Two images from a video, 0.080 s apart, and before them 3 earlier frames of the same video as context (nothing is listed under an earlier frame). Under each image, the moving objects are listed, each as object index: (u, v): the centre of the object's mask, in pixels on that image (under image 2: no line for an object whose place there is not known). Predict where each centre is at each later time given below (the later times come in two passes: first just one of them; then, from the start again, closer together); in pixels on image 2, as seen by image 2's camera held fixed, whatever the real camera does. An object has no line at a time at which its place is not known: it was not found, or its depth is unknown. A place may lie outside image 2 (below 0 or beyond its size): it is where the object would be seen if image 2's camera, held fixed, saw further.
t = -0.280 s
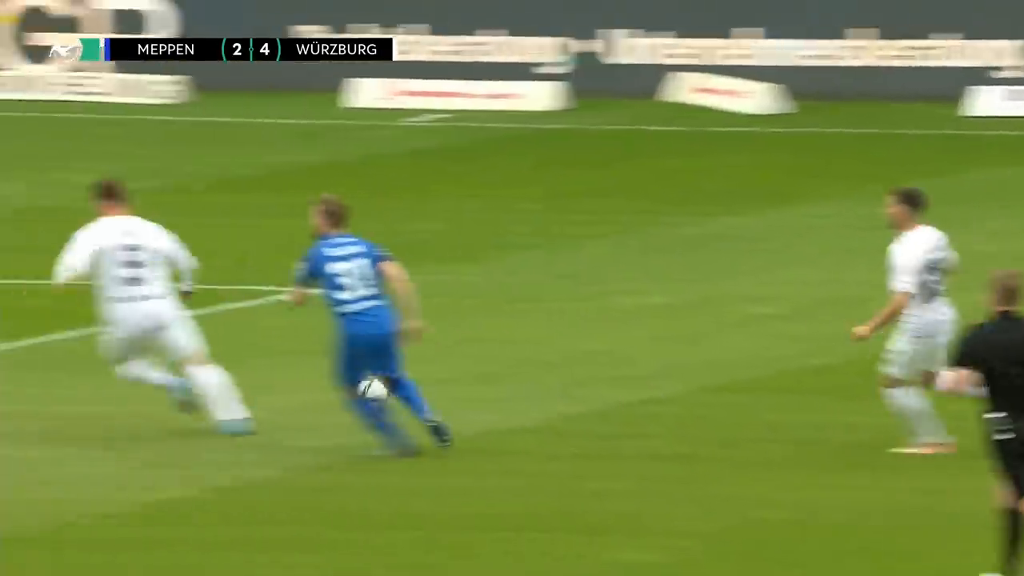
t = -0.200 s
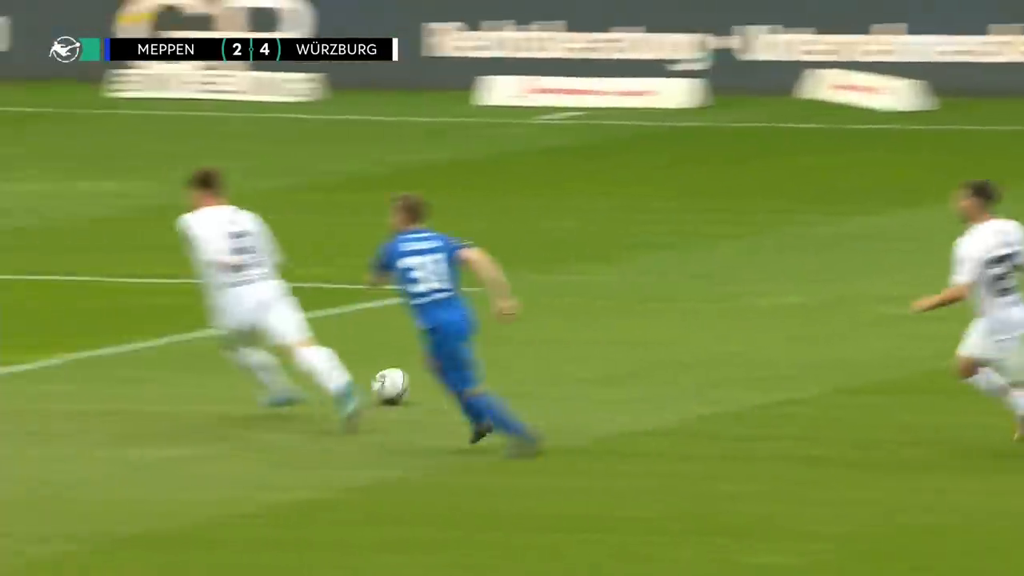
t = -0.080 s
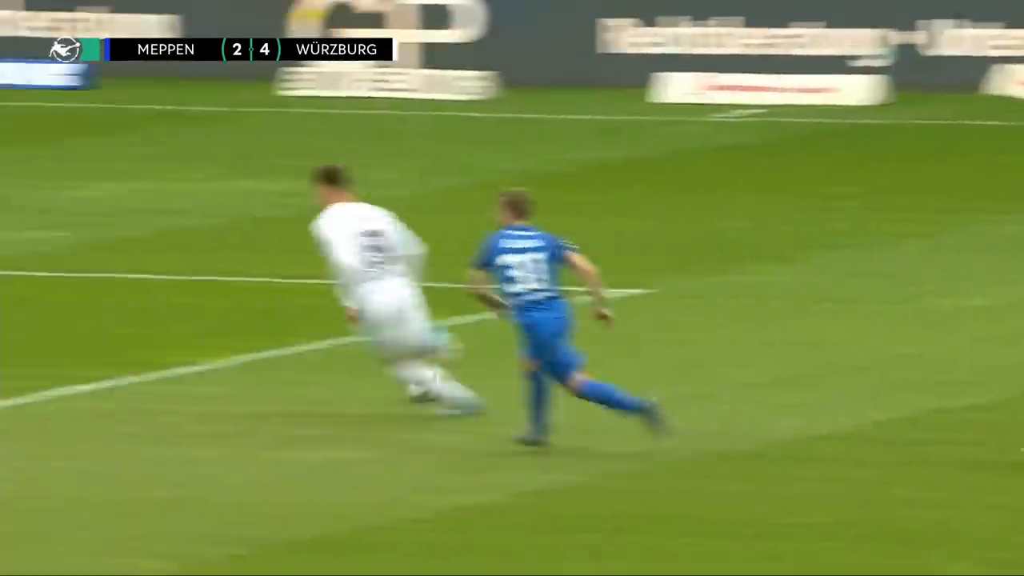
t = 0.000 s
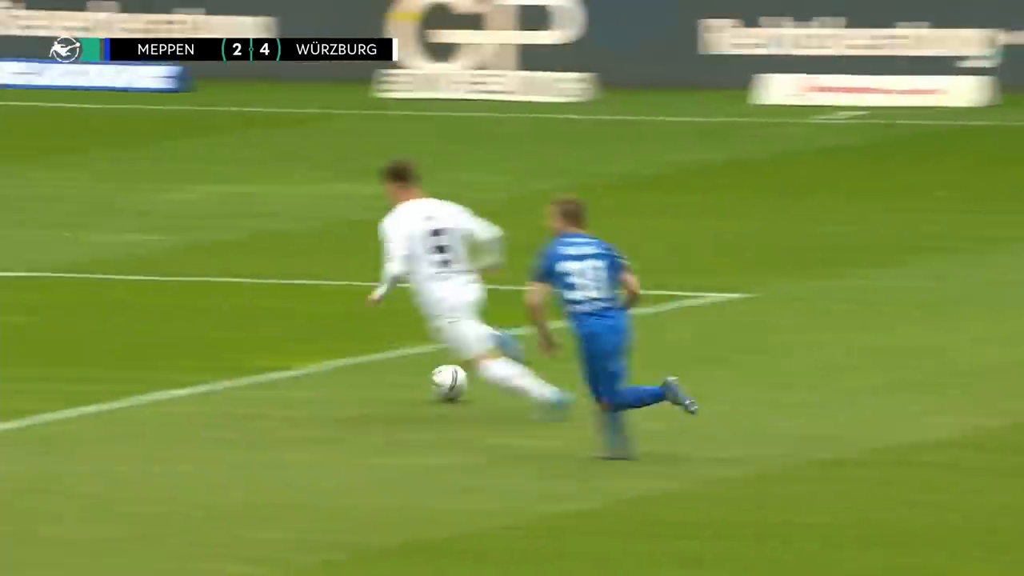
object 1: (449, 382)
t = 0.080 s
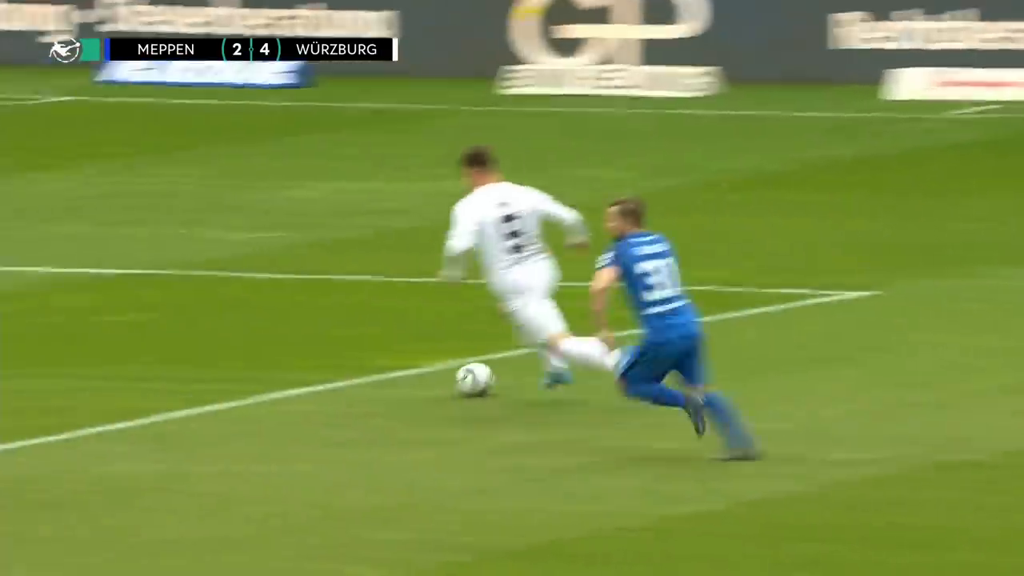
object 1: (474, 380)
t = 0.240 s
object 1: (358, 370)
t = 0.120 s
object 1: (453, 378)
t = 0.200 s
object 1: (377, 369)
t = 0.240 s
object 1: (358, 370)
